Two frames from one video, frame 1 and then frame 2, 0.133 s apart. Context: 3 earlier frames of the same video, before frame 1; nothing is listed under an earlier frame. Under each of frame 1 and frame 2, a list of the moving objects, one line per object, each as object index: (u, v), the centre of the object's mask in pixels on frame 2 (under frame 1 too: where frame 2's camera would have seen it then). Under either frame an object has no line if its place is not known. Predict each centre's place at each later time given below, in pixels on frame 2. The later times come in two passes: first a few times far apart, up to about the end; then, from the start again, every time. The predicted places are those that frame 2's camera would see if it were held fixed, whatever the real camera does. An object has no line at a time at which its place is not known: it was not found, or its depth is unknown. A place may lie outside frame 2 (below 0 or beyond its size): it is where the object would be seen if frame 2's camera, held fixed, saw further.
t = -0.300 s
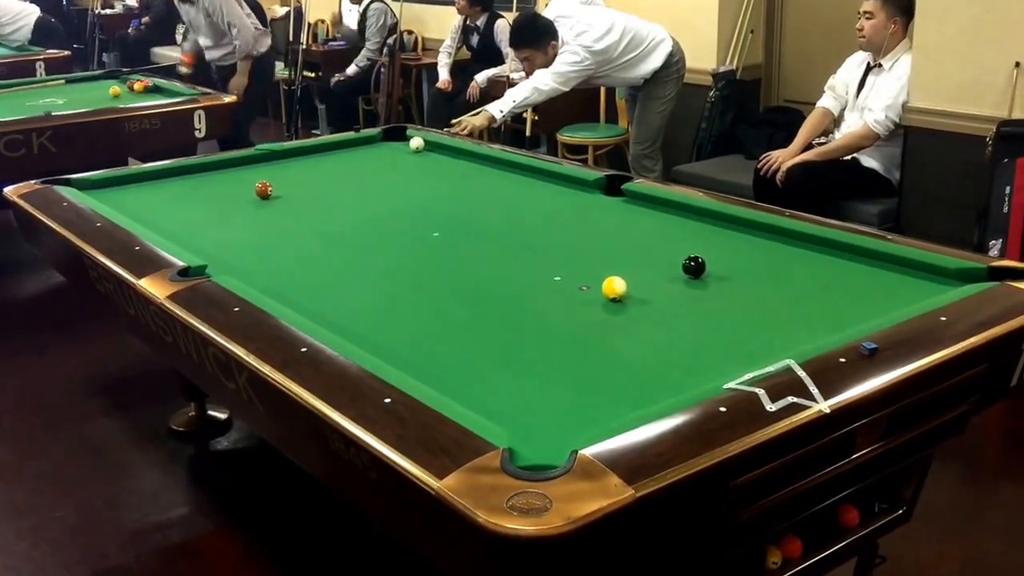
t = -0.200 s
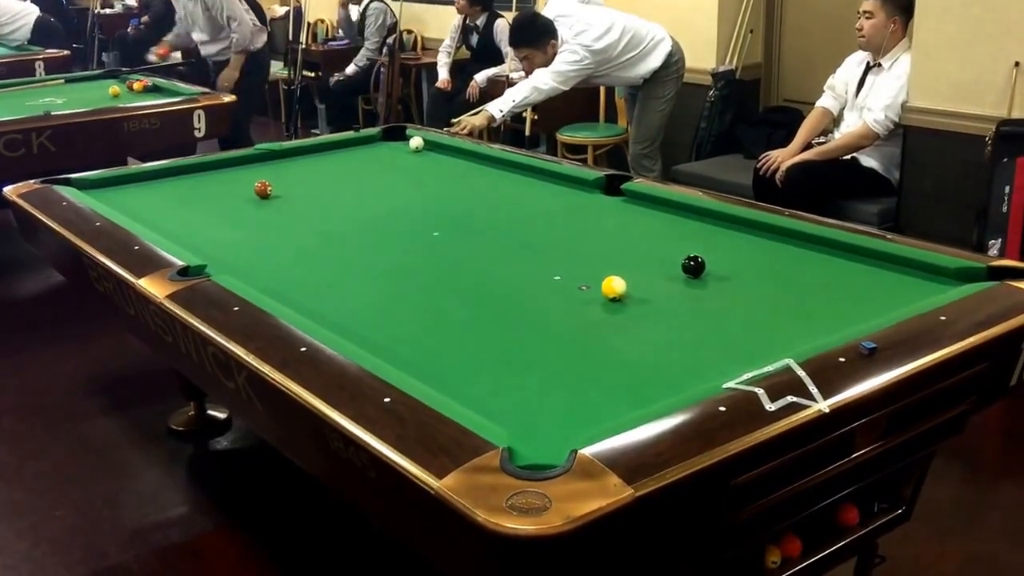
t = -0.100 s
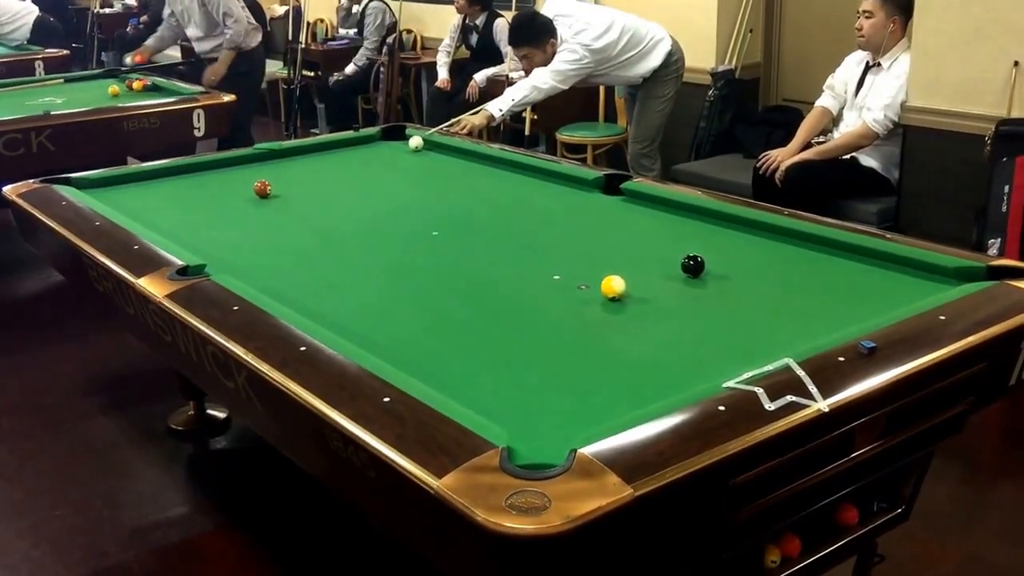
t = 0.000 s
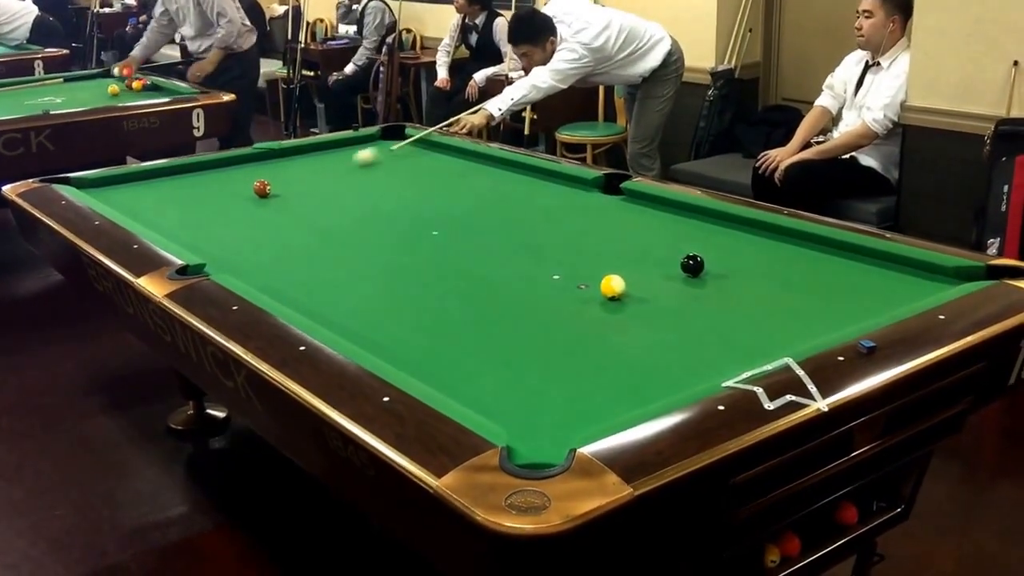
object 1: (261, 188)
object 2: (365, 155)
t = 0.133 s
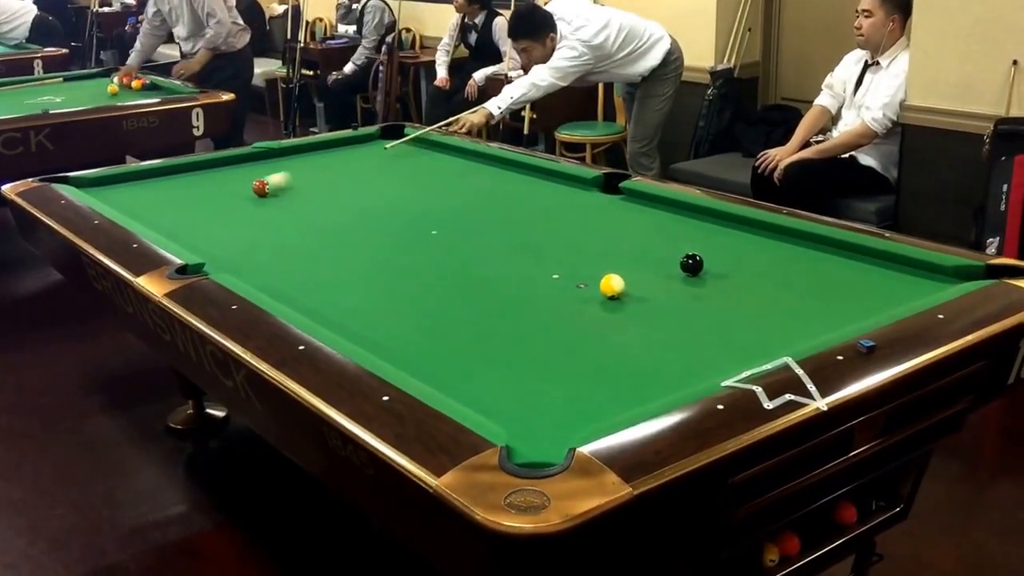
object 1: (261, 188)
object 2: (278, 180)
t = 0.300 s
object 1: (181, 223)
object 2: (228, 183)
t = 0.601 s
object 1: (290, 224)
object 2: (122, 195)
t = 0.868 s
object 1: (410, 216)
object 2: (131, 184)
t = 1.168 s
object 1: (539, 208)
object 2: (168, 168)
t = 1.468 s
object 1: (653, 200)
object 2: (222, 166)
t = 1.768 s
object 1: (623, 214)
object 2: (272, 163)
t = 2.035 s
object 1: (597, 227)
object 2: (315, 162)
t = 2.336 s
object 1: (567, 242)
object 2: (360, 159)
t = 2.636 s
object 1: (535, 256)
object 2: (403, 157)
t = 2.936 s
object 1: (503, 271)
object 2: (443, 155)
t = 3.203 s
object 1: (473, 285)
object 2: (475, 154)
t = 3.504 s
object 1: (438, 302)
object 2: (470, 159)
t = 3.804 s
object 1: (403, 318)
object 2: (463, 165)
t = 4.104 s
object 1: (367, 334)
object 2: (457, 170)
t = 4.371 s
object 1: (374, 337)
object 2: (452, 174)
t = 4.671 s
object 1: (401, 332)
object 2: (446, 178)
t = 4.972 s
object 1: (426, 328)
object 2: (442, 182)
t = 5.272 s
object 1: (446, 324)
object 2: (437, 185)
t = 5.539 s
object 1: (462, 321)
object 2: (433, 188)
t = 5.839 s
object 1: (475, 319)
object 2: (429, 190)
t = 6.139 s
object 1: (486, 316)
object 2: (426, 192)
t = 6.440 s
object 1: (494, 315)
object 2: (423, 194)
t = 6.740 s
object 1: (499, 314)
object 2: (422, 195)
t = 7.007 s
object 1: (499, 314)
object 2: (421, 195)
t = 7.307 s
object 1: (500, 314)
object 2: (420, 196)
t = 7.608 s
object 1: (500, 314)
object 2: (420, 196)
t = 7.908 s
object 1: (500, 314)
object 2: (420, 196)
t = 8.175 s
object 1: (500, 314)
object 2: (420, 196)
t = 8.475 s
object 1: (500, 314)
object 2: (420, 196)
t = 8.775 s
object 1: (499, 314)
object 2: (420, 196)
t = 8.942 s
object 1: (499, 314)
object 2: (420, 196)
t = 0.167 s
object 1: (248, 193)
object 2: (264, 183)
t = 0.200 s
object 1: (232, 200)
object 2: (256, 183)
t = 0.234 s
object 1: (215, 208)
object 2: (247, 183)
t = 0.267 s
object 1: (198, 215)
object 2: (238, 183)
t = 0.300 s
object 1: (181, 223)
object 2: (228, 183)
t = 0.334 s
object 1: (165, 229)
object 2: (218, 184)
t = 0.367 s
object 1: (176, 232)
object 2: (208, 185)
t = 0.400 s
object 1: (193, 230)
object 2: (196, 186)
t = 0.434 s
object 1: (211, 229)
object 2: (184, 188)
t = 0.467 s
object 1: (228, 228)
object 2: (172, 189)
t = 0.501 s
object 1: (243, 227)
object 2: (160, 191)
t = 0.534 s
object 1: (259, 226)
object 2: (147, 192)
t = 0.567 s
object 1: (275, 225)
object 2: (135, 194)
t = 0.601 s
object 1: (290, 224)
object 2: (122, 195)
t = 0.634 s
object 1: (306, 223)
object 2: (110, 196)
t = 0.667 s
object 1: (321, 222)
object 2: (102, 196)
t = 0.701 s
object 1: (336, 221)
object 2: (107, 195)
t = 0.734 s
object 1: (350, 220)
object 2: (113, 193)
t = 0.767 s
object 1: (366, 219)
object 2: (118, 190)
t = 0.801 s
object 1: (380, 218)
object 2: (122, 188)
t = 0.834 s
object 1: (394, 218)
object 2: (127, 186)
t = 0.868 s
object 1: (410, 216)
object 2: (131, 184)
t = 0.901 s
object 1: (424, 215)
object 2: (135, 182)
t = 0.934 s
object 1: (439, 214)
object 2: (139, 180)
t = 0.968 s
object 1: (453, 213)
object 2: (143, 178)
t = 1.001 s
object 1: (468, 212)
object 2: (148, 177)
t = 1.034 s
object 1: (482, 211)
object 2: (152, 175)
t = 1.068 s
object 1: (497, 210)
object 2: (156, 172)
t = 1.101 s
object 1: (511, 209)
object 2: (159, 171)
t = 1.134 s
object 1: (525, 208)
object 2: (163, 169)
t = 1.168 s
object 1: (539, 208)
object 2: (168, 168)
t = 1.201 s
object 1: (553, 207)
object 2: (174, 168)
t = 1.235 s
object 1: (567, 206)
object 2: (181, 168)
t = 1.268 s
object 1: (581, 205)
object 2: (187, 168)
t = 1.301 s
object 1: (594, 204)
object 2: (193, 167)
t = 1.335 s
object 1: (609, 203)
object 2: (198, 167)
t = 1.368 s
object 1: (622, 202)
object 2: (204, 167)
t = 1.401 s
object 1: (635, 201)
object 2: (210, 166)
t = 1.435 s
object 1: (648, 199)
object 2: (216, 166)
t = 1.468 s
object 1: (653, 200)
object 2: (222, 166)
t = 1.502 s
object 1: (649, 202)
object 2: (228, 166)
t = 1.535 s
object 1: (645, 204)
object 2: (233, 165)
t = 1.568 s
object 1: (642, 205)
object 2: (239, 165)
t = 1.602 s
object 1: (639, 206)
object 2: (245, 165)
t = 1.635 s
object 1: (636, 208)
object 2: (250, 165)
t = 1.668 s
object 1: (633, 210)
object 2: (256, 164)
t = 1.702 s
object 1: (630, 212)
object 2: (261, 164)
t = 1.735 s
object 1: (626, 213)
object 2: (267, 164)
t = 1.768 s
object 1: (623, 214)
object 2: (272, 163)
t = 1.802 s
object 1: (620, 216)
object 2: (278, 163)
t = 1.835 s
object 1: (617, 218)
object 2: (283, 163)
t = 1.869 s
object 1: (614, 219)
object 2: (288, 163)
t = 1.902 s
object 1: (611, 221)
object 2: (294, 163)
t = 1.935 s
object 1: (607, 222)
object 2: (299, 162)
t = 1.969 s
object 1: (604, 224)
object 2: (304, 162)
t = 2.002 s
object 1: (601, 225)
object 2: (309, 162)
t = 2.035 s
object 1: (597, 227)
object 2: (315, 162)
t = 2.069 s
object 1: (594, 228)
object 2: (320, 161)
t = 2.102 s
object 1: (591, 230)
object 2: (325, 161)
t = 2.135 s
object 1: (588, 232)
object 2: (330, 161)
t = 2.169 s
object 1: (584, 233)
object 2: (335, 160)
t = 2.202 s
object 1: (581, 235)
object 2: (340, 160)
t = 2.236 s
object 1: (577, 237)
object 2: (345, 160)
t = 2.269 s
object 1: (574, 238)
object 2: (350, 160)
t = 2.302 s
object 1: (570, 240)
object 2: (355, 160)
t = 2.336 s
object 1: (567, 242)
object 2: (360, 159)
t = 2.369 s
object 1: (563, 243)
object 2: (365, 159)
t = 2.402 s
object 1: (560, 244)
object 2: (369, 159)
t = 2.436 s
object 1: (556, 246)
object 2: (374, 159)
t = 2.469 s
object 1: (553, 248)
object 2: (379, 159)
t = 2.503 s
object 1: (549, 249)
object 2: (384, 158)
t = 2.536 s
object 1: (546, 251)
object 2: (388, 158)
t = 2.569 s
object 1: (542, 253)
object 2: (393, 158)
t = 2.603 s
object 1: (539, 254)
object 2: (398, 157)
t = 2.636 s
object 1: (535, 256)
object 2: (403, 157)
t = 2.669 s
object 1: (532, 258)
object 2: (407, 157)
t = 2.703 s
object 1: (528, 260)
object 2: (412, 157)
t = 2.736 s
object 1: (525, 261)
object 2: (416, 157)
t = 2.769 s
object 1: (521, 262)
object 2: (421, 156)
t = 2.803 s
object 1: (517, 264)
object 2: (425, 156)
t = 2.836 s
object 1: (514, 266)
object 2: (430, 156)
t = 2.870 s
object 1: (510, 268)
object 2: (434, 155)
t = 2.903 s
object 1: (507, 270)
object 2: (439, 155)
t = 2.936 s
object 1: (503, 271)
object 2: (443, 155)
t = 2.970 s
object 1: (499, 273)
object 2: (448, 155)
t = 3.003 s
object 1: (495, 275)
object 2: (452, 155)
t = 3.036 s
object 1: (492, 277)
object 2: (457, 155)
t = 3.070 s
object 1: (488, 278)
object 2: (460, 155)
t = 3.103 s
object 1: (484, 280)
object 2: (465, 154)
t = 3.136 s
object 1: (481, 282)
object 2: (469, 154)
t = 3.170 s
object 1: (477, 284)
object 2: (473, 154)
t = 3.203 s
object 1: (473, 285)
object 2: (475, 154)
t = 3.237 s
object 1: (469, 287)
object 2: (474, 154)
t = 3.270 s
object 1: (466, 289)
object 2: (474, 155)
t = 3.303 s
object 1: (462, 291)
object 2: (473, 156)
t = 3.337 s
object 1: (458, 293)
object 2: (472, 156)
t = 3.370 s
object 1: (454, 295)
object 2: (472, 157)
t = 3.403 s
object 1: (450, 296)
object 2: (471, 158)
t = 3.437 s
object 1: (447, 298)
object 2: (471, 158)
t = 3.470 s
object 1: (443, 300)
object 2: (470, 159)
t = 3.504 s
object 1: (438, 302)
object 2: (470, 159)
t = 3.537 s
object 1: (435, 303)
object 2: (468, 160)
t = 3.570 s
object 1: (431, 305)
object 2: (467, 161)
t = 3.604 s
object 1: (427, 307)
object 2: (467, 161)
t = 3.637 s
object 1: (423, 308)
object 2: (466, 162)
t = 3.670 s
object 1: (419, 310)
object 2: (466, 162)
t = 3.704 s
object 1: (415, 312)
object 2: (465, 163)
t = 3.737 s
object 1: (411, 314)
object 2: (464, 163)
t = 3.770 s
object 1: (407, 316)
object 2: (463, 164)
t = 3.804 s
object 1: (403, 318)
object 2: (463, 165)
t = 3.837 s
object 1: (399, 320)
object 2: (462, 165)
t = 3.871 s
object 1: (396, 321)
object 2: (461, 166)
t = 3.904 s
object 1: (391, 323)
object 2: (461, 166)
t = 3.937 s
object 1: (387, 325)
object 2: (460, 167)
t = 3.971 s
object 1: (384, 327)
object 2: (460, 167)
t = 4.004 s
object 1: (379, 329)
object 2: (459, 168)
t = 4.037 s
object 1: (376, 331)
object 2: (458, 168)
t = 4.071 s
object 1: (372, 332)
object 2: (457, 169)
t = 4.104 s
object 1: (367, 334)
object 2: (457, 170)
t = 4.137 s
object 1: (363, 335)
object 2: (456, 170)
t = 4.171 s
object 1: (360, 336)
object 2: (455, 171)
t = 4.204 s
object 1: (357, 336)
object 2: (455, 171)
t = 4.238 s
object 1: (361, 337)
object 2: (454, 172)
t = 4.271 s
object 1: (364, 337)
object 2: (454, 172)
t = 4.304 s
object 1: (367, 337)
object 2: (453, 173)
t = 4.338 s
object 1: (370, 337)
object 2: (453, 173)
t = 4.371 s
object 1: (374, 337)
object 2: (452, 174)
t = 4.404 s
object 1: (377, 336)
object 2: (451, 174)
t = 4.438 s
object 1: (380, 336)
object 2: (450, 175)
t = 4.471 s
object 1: (383, 335)
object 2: (450, 175)
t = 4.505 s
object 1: (386, 335)
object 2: (449, 176)
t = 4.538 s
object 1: (389, 334)
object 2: (449, 176)
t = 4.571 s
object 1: (392, 334)
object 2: (448, 177)
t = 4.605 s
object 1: (395, 333)
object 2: (447, 177)
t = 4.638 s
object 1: (398, 332)
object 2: (447, 178)
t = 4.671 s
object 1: (401, 332)
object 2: (446, 178)
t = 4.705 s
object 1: (404, 331)
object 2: (446, 179)
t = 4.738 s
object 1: (407, 331)
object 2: (445, 179)
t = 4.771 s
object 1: (410, 330)
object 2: (445, 179)
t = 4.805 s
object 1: (412, 330)
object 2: (444, 180)
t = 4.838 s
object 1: (415, 329)
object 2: (444, 180)
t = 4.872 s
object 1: (418, 329)
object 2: (443, 181)
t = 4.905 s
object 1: (421, 329)
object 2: (442, 181)
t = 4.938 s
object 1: (423, 328)
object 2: (442, 182)
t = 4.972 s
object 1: (426, 328)
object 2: (442, 182)
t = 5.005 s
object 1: (428, 327)
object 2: (441, 182)
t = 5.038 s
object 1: (430, 327)
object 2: (441, 182)
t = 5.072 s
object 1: (433, 326)
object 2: (440, 183)
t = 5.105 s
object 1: (435, 326)
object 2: (439, 184)
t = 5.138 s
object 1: (438, 326)
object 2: (439, 184)
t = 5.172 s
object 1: (440, 325)
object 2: (438, 184)
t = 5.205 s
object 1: (442, 325)
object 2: (438, 185)
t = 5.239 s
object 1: (444, 325)
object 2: (437, 185)
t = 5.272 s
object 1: (446, 324)
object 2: (437, 185)
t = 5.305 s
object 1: (448, 324)
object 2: (437, 186)
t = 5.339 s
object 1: (451, 323)
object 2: (436, 186)
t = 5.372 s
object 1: (453, 323)
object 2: (436, 187)
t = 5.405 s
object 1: (455, 323)
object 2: (435, 187)
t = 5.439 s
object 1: (457, 322)
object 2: (434, 187)
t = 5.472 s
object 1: (458, 322)
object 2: (434, 188)
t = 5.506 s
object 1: (460, 321)
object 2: (434, 188)
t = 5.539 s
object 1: (462, 321)
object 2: (433, 188)
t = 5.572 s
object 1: (464, 321)
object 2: (433, 188)
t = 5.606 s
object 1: (465, 321)
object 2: (432, 189)
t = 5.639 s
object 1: (467, 320)
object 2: (431, 189)
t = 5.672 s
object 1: (468, 320)
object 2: (431, 190)
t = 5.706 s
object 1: (470, 320)
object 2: (431, 190)
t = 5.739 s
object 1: (471, 320)
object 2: (430, 190)
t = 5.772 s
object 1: (473, 319)
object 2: (430, 190)
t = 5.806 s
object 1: (474, 319)
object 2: (429, 190)
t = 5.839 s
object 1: (475, 319)
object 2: (429, 190)
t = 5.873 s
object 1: (477, 318)
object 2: (429, 191)
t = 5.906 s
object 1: (478, 318)
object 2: (428, 191)
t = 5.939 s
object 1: (479, 318)
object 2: (428, 191)
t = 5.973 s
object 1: (481, 318)
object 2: (427, 192)
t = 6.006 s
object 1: (482, 318)
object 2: (427, 192)
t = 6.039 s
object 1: (483, 317)
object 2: (426, 192)
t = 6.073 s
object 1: (484, 317)
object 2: (426, 192)
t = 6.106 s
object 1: (485, 316)
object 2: (426, 192)
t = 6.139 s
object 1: (486, 316)
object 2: (426, 192)
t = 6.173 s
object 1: (487, 316)
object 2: (425, 192)
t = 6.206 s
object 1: (488, 316)
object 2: (425, 193)
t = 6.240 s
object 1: (489, 316)
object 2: (424, 193)
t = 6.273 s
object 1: (490, 316)
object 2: (424, 193)
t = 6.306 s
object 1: (491, 315)
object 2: (424, 193)
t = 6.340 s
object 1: (492, 315)
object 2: (424, 193)
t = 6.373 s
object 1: (493, 315)
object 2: (423, 194)
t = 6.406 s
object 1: (493, 315)
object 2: (423, 194)
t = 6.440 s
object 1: (494, 315)
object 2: (423, 194)
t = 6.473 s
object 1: (495, 315)
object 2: (423, 194)
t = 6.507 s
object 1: (495, 315)
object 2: (423, 194)
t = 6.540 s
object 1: (496, 315)
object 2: (423, 194)
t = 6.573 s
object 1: (497, 314)
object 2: (422, 194)
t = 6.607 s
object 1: (497, 314)
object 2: (422, 195)
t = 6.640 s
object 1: (498, 314)
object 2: (422, 195)
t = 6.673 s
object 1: (498, 314)
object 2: (422, 195)
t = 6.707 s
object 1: (499, 314)
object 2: (422, 195)
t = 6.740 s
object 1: (499, 314)
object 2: (422, 195)
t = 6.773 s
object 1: (499, 314)
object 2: (422, 195)
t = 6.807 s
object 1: (499, 314)
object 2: (421, 195)
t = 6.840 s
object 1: (499, 314)
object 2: (422, 195)
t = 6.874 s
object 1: (499, 314)
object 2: (422, 195)
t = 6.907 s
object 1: (499, 314)
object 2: (421, 195)
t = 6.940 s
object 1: (499, 314)
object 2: (421, 195)
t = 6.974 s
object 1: (499, 314)
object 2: (421, 195)
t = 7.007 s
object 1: (499, 314)
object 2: (421, 195)
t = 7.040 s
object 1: (499, 314)
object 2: (421, 195)
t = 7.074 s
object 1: (499, 314)
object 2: (421, 195)
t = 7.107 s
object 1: (499, 314)
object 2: (421, 195)
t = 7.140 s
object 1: (499, 314)
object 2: (421, 196)
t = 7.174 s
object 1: (499, 314)
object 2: (420, 196)
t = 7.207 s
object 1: (499, 314)
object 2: (421, 196)
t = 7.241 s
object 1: (499, 314)
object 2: (420, 196)
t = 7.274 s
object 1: (499, 314)
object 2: (421, 196)
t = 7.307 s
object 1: (500, 314)
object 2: (420, 196)
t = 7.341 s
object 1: (500, 314)
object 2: (420, 196)
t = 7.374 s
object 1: (500, 314)
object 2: (420, 196)
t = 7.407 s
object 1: (500, 314)
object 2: (420, 196)
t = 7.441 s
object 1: (500, 314)
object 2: (420, 196)
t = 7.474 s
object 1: (500, 314)
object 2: (420, 196)
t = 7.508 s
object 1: (500, 314)
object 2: (420, 196)
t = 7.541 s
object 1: (500, 314)
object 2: (420, 196)
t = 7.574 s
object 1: (500, 314)
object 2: (420, 196)
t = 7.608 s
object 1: (500, 314)
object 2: (420, 196)
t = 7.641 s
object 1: (500, 314)
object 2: (420, 196)
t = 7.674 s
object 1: (500, 314)
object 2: (420, 196)
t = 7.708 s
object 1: (500, 314)
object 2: (420, 196)
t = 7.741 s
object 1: (499, 314)
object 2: (420, 196)
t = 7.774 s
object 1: (500, 314)
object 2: (420, 196)
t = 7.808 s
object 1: (499, 314)
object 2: (420, 196)
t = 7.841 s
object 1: (500, 314)
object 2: (420, 196)
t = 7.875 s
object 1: (500, 314)
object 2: (420, 196)
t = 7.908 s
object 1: (500, 314)
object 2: (420, 196)
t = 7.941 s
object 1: (500, 314)
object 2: (420, 196)
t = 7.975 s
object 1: (500, 314)
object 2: (420, 196)
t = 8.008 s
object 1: (500, 314)
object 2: (420, 196)
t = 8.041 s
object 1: (500, 314)
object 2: (420, 196)
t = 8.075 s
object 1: (500, 314)
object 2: (420, 196)
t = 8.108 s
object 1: (499, 314)
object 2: (420, 196)
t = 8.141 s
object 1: (500, 314)
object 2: (420, 196)
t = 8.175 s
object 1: (500, 314)
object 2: (420, 196)
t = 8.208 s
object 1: (500, 314)
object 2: (420, 196)
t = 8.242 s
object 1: (500, 314)
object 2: (420, 196)
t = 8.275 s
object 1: (500, 314)
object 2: (420, 196)
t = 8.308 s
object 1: (500, 314)
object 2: (420, 196)
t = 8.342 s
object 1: (500, 314)
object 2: (420, 196)
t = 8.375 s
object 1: (500, 314)
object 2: (420, 196)
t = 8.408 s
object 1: (499, 314)
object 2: (420, 196)
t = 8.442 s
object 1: (500, 314)
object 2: (420, 196)
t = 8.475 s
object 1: (500, 314)
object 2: (420, 196)
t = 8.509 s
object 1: (500, 314)
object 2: (420, 196)
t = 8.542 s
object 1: (500, 314)
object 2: (420, 196)
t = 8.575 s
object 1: (499, 314)
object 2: (420, 196)
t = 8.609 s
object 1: (499, 314)
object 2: (420, 196)
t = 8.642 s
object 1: (499, 314)
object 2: (420, 196)
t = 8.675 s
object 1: (499, 314)
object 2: (420, 196)
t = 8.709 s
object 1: (500, 314)
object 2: (420, 196)
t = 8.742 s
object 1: (499, 314)
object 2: (420, 196)
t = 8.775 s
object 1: (499, 314)
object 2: (420, 196)
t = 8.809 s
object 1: (499, 314)
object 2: (420, 196)
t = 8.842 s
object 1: (499, 314)
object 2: (420, 196)
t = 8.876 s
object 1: (499, 314)
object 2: (420, 196)
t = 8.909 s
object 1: (499, 314)
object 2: (420, 196)
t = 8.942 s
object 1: (499, 314)
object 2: (420, 196)
